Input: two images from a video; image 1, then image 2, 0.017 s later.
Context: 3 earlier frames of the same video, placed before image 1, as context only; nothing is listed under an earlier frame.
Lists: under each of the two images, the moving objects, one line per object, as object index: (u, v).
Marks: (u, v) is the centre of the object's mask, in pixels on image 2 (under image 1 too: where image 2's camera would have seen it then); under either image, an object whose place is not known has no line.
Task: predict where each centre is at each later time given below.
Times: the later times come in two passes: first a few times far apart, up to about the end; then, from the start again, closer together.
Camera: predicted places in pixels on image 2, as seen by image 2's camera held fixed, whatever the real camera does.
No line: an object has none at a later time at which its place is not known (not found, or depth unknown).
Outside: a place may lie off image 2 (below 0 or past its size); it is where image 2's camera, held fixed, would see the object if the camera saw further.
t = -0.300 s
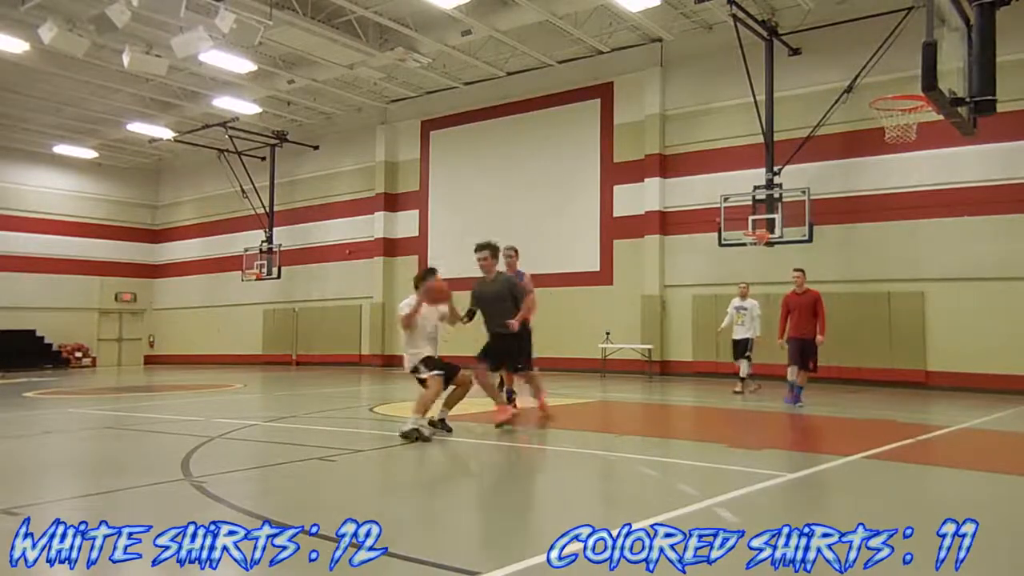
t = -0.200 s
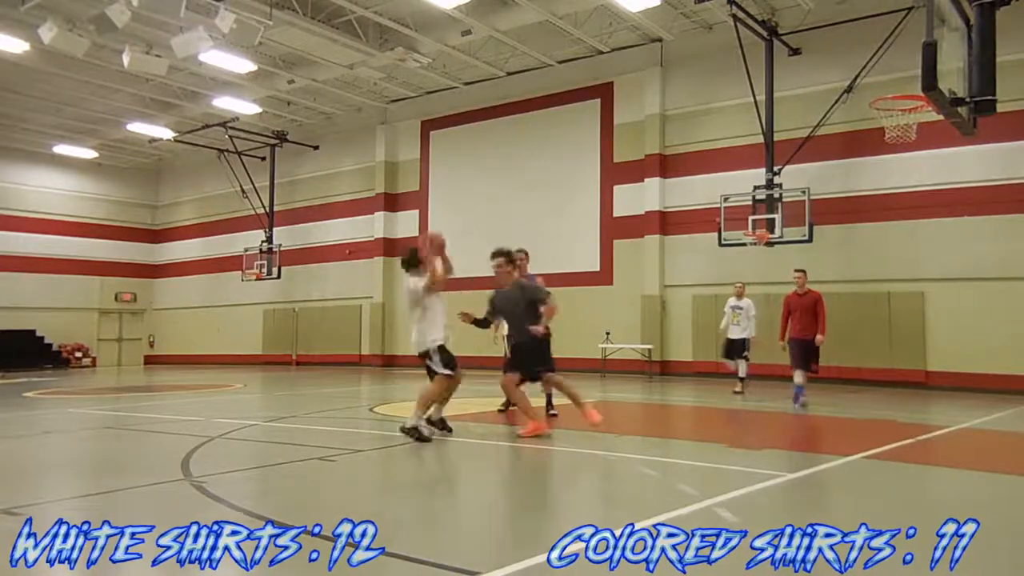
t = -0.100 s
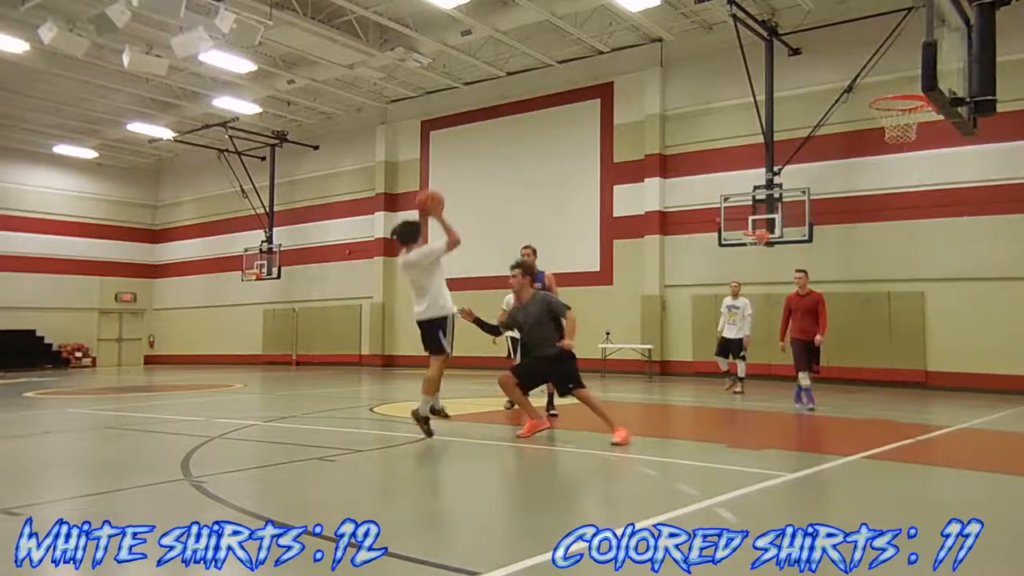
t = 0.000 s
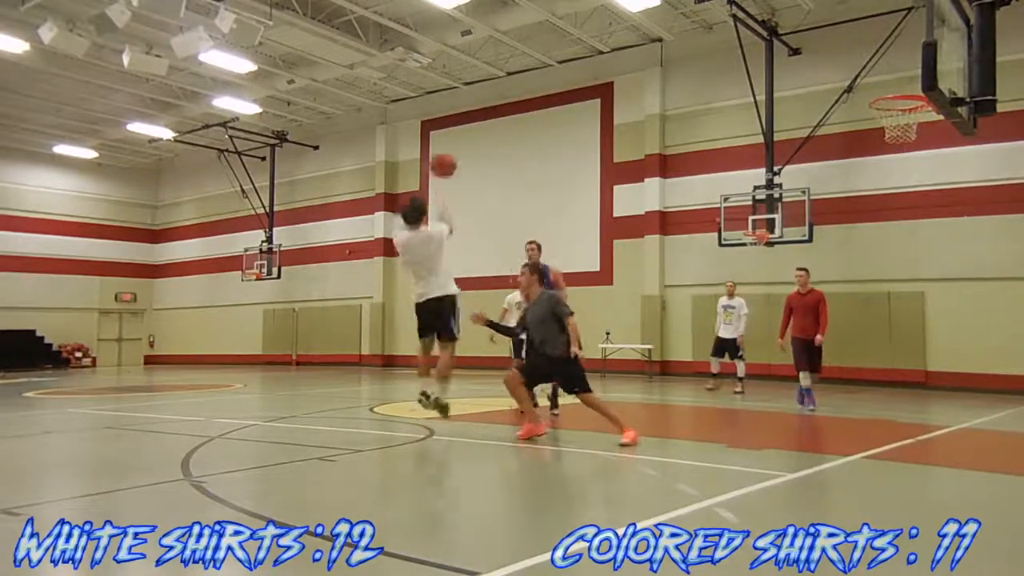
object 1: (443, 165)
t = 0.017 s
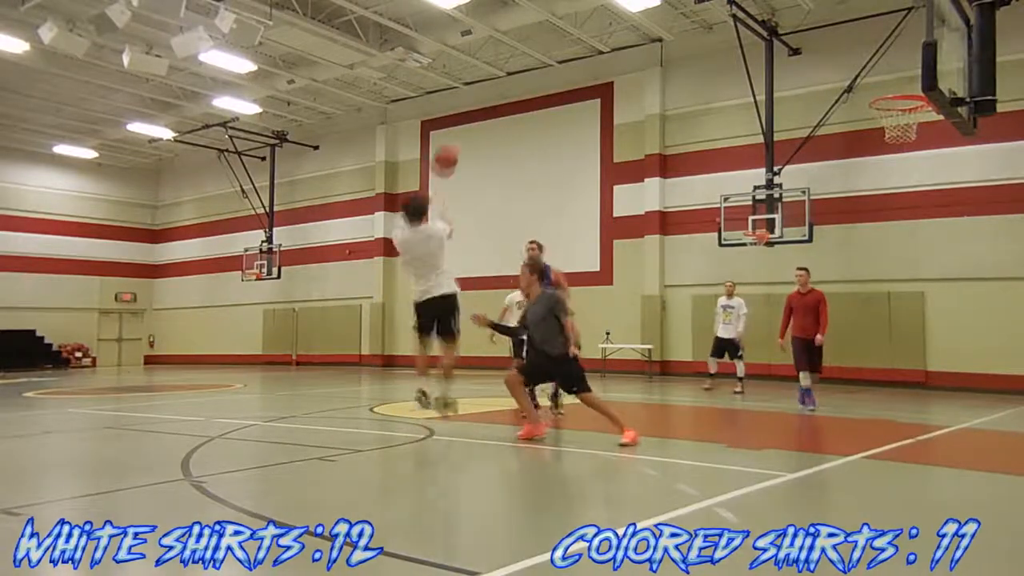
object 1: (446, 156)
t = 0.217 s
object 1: (464, 129)
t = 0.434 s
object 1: (477, 139)
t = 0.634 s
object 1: (486, 176)
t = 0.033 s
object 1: (447, 156)
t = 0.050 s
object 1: (449, 152)
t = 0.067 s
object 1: (451, 148)
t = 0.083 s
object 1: (453, 144)
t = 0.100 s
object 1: (455, 141)
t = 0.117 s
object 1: (457, 138)
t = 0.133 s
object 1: (457, 136)
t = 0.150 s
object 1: (459, 134)
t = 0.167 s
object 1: (460, 132)
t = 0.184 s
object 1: (461, 131)
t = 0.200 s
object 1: (463, 129)
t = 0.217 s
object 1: (464, 129)
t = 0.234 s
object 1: (465, 128)
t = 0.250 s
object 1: (466, 128)
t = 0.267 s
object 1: (468, 128)
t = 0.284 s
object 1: (468, 128)
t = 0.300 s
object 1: (469, 128)
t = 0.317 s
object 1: (471, 129)
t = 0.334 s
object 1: (472, 130)
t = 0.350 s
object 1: (472, 131)
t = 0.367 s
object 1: (474, 132)
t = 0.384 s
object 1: (474, 134)
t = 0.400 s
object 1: (475, 134)
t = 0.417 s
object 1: (476, 137)
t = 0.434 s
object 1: (477, 139)
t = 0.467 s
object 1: (479, 144)
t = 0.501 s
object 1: (481, 149)
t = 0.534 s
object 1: (483, 155)
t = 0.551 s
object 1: (483, 158)
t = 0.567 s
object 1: (484, 162)
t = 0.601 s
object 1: (485, 169)
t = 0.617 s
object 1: (485, 172)
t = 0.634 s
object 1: (486, 176)
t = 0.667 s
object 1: (488, 184)
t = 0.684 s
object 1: (489, 188)
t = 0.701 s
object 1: (489, 193)
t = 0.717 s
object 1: (489, 195)
